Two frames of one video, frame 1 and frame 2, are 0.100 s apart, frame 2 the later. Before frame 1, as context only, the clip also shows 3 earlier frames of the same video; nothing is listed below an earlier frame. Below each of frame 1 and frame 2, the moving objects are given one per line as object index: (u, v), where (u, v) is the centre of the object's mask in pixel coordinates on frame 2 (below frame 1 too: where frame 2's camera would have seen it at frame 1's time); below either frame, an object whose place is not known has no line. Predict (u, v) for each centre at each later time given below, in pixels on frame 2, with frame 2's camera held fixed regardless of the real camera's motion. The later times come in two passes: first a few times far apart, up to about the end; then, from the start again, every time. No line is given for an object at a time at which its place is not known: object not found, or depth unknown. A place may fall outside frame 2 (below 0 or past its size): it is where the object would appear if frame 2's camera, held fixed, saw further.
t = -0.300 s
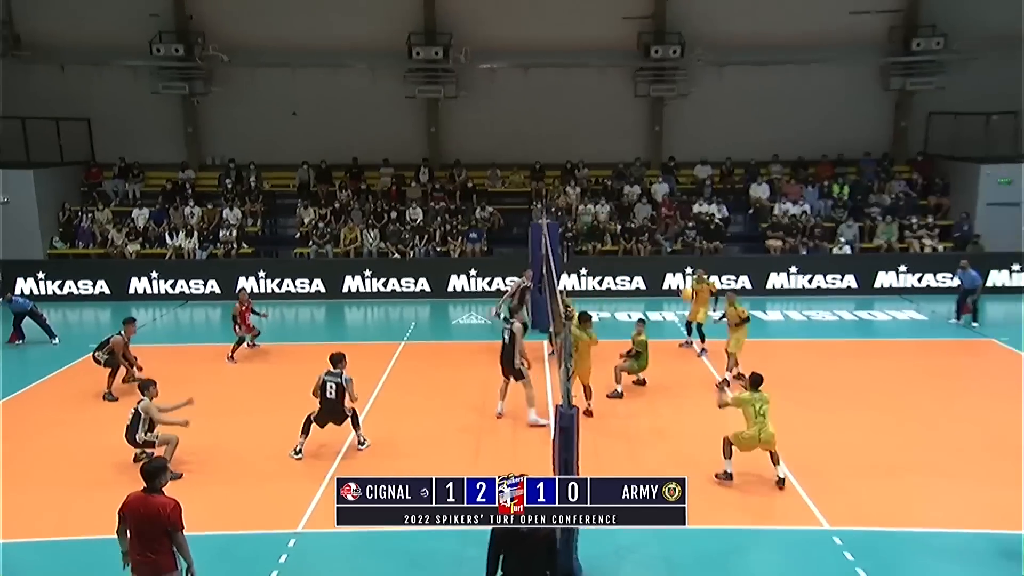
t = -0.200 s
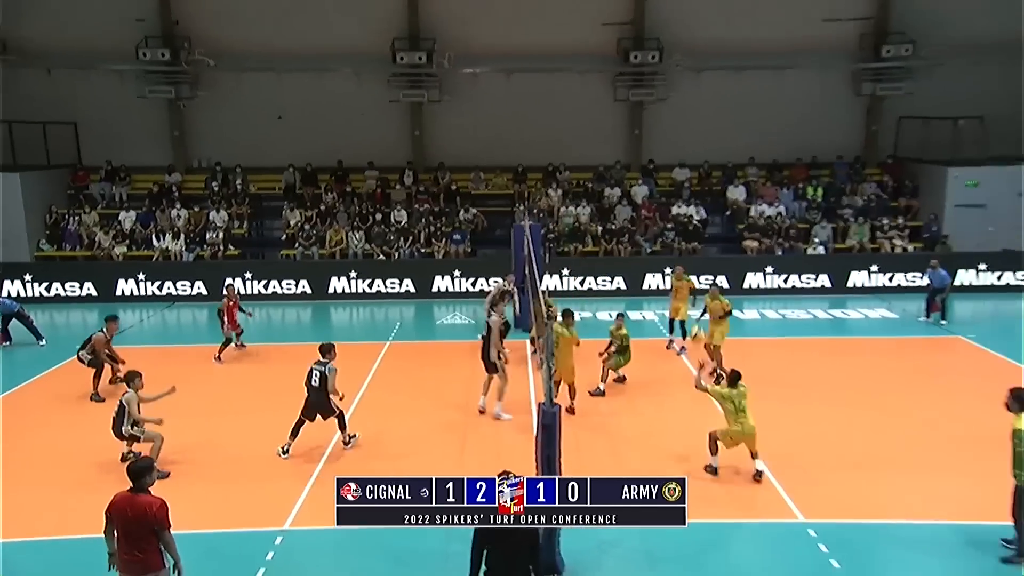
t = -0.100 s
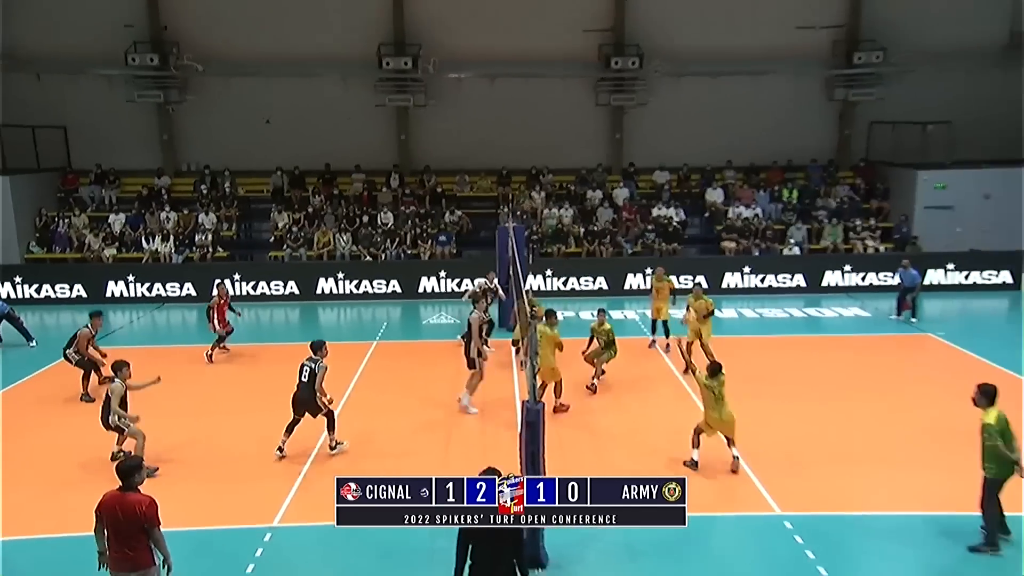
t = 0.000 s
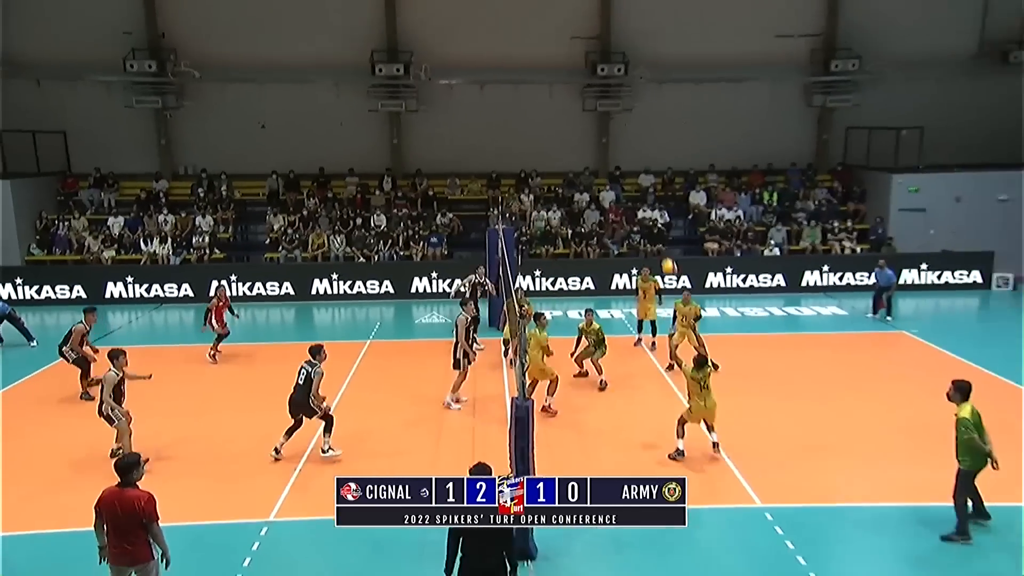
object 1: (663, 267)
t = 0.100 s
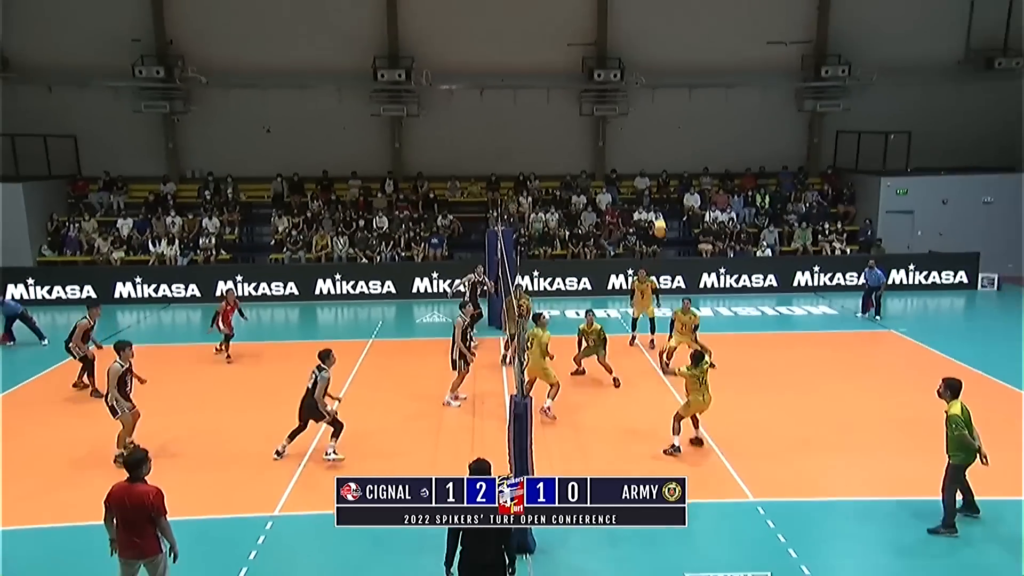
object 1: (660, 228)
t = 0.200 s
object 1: (655, 196)
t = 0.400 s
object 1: (646, 157)
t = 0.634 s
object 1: (636, 145)
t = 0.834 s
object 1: (630, 161)
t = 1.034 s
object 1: (623, 197)
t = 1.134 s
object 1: (620, 222)
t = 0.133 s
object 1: (658, 216)
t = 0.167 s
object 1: (656, 205)
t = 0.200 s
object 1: (655, 196)
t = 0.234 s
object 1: (654, 187)
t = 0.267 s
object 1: (652, 179)
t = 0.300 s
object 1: (651, 172)
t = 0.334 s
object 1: (649, 167)
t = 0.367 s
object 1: (648, 161)
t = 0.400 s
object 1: (646, 157)
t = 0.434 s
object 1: (645, 152)
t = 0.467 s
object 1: (644, 150)
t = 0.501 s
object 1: (642, 147)
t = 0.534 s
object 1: (641, 146)
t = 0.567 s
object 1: (639, 145)
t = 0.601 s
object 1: (638, 144)
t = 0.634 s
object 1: (636, 145)
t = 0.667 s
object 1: (635, 146)
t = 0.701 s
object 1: (634, 148)
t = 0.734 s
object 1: (633, 150)
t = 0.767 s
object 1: (632, 153)
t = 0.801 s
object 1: (631, 157)
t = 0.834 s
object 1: (630, 161)
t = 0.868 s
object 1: (629, 165)
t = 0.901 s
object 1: (628, 170)
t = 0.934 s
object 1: (627, 178)
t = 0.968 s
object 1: (625, 183)
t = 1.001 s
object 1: (625, 190)
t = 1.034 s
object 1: (623, 197)
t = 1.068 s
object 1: (622, 206)
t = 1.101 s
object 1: (621, 214)
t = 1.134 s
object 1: (620, 222)
